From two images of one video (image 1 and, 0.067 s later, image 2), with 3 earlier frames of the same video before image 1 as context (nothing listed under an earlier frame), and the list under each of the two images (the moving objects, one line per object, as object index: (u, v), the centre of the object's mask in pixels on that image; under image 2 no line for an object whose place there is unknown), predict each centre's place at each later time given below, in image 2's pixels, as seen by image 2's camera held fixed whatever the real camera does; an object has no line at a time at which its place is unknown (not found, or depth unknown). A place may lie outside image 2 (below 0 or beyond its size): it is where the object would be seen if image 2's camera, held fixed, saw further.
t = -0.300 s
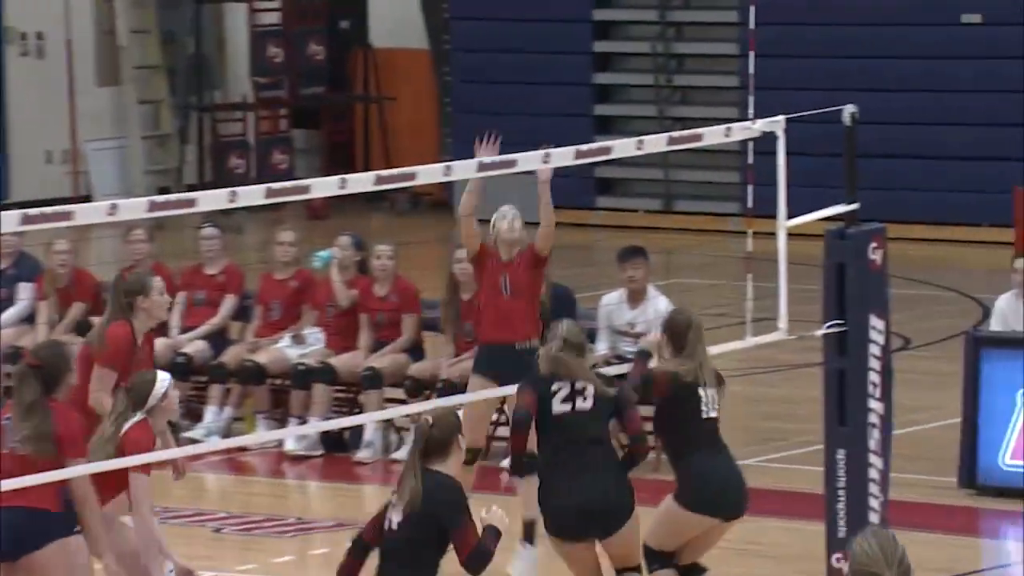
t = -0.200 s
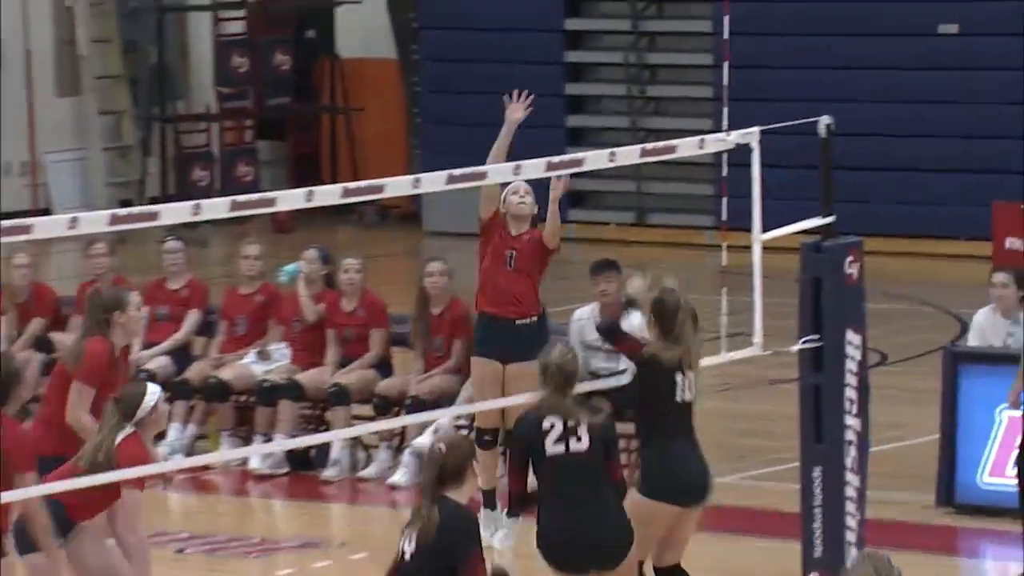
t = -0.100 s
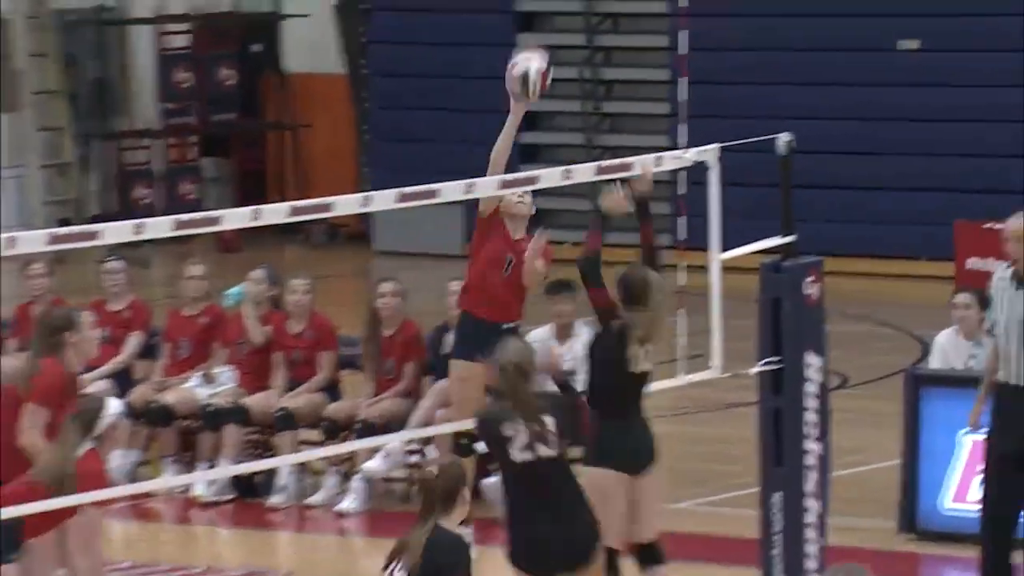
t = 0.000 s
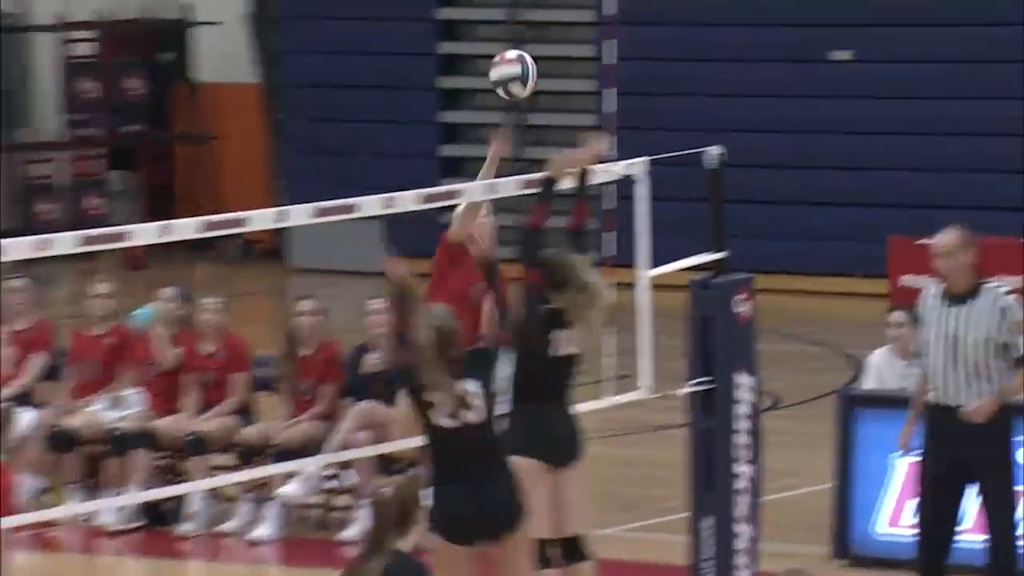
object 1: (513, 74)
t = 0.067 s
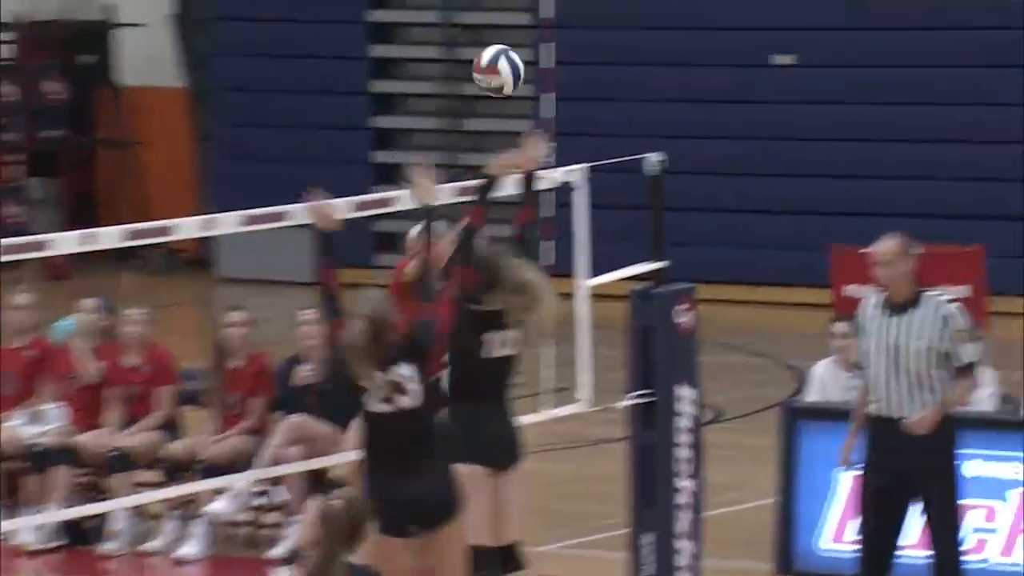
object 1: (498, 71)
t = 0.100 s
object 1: (523, 70)
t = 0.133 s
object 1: (550, 70)
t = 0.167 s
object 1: (575, 75)
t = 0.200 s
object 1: (602, 83)
